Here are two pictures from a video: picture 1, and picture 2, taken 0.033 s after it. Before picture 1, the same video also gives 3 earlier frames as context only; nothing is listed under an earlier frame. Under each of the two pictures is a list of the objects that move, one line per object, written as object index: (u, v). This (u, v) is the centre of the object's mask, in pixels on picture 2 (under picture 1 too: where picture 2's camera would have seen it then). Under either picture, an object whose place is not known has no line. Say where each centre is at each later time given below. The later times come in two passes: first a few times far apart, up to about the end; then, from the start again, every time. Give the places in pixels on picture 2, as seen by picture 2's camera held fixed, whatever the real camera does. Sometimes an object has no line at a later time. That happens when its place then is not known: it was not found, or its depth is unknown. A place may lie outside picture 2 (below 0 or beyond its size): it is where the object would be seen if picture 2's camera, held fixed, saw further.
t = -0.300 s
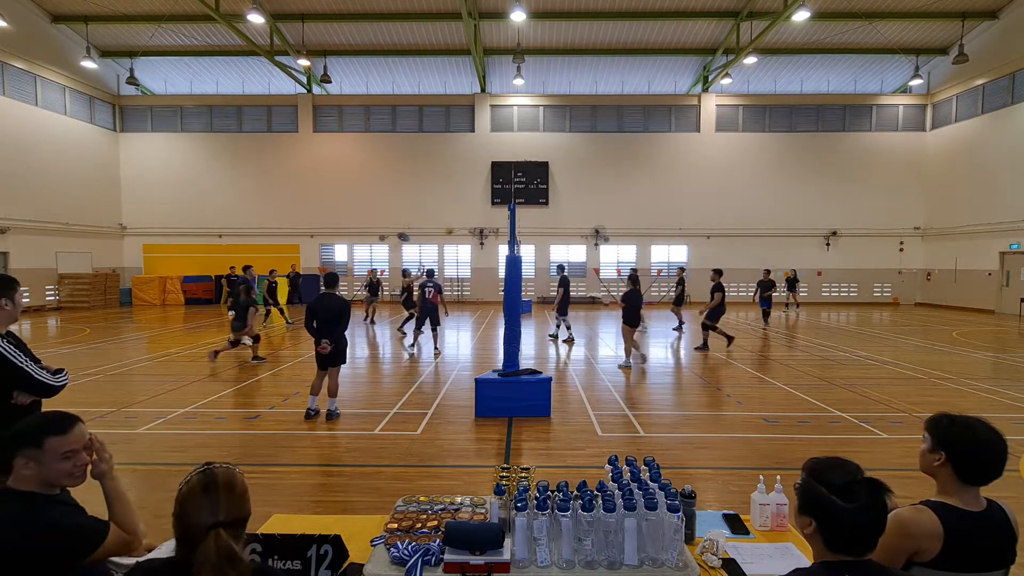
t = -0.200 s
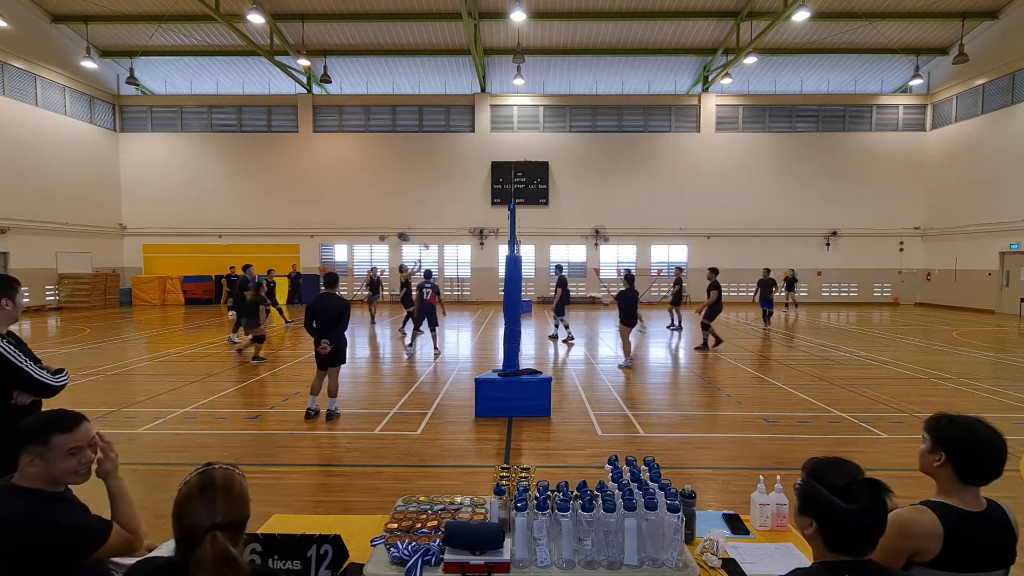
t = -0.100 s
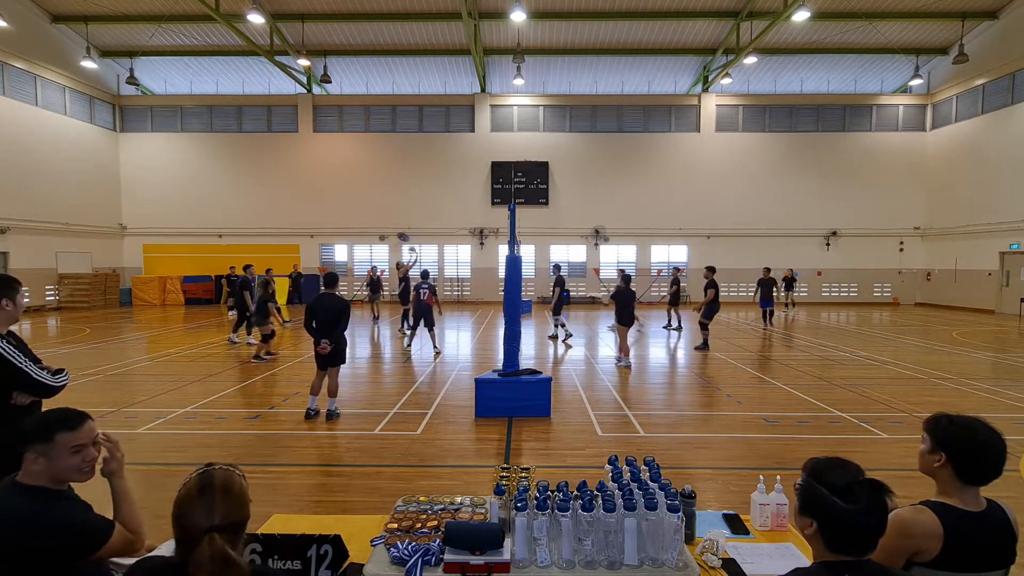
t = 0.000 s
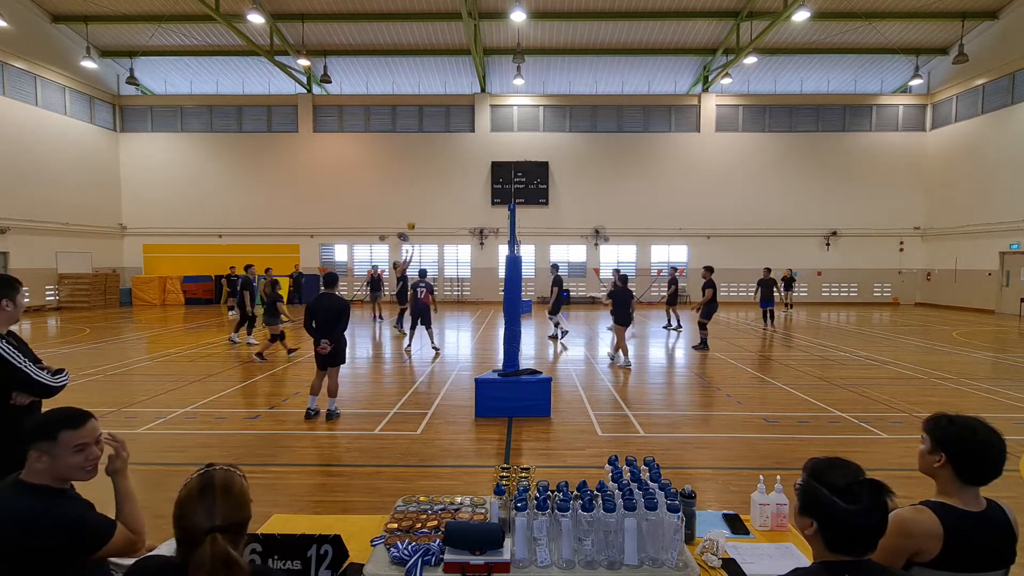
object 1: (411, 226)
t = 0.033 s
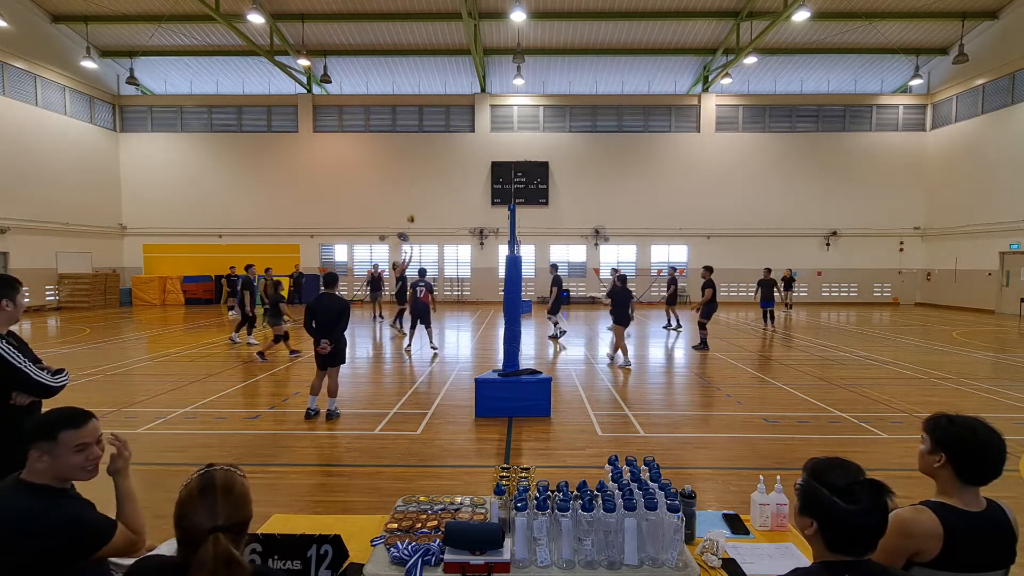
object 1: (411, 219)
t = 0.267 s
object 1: (410, 181)
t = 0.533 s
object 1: (411, 163)
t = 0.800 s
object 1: (411, 177)
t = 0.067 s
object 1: (411, 213)
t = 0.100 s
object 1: (411, 206)
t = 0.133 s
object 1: (411, 200)
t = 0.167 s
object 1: (411, 194)
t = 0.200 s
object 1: (411, 190)
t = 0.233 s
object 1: (411, 185)
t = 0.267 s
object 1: (410, 181)
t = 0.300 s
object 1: (411, 177)
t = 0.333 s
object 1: (411, 174)
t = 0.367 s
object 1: (411, 171)
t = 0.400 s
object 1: (411, 168)
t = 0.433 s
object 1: (411, 167)
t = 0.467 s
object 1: (411, 165)
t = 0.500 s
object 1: (411, 164)
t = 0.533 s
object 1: (411, 163)
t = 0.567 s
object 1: (411, 163)
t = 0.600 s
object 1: (411, 164)
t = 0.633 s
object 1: (411, 165)
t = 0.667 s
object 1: (410, 166)
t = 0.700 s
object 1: (410, 168)
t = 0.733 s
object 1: (411, 171)
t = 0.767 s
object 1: (411, 174)
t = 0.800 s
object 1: (411, 177)
